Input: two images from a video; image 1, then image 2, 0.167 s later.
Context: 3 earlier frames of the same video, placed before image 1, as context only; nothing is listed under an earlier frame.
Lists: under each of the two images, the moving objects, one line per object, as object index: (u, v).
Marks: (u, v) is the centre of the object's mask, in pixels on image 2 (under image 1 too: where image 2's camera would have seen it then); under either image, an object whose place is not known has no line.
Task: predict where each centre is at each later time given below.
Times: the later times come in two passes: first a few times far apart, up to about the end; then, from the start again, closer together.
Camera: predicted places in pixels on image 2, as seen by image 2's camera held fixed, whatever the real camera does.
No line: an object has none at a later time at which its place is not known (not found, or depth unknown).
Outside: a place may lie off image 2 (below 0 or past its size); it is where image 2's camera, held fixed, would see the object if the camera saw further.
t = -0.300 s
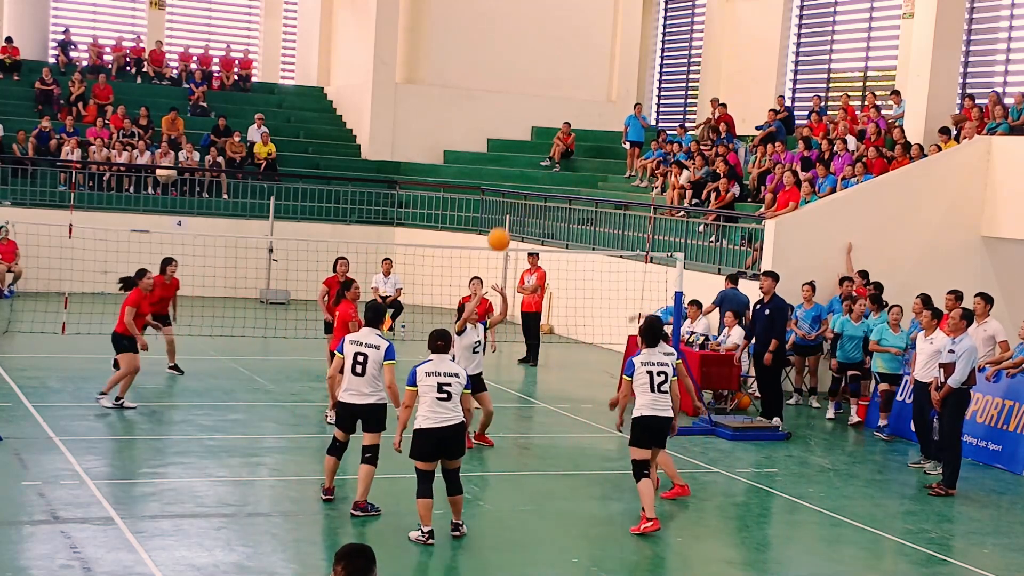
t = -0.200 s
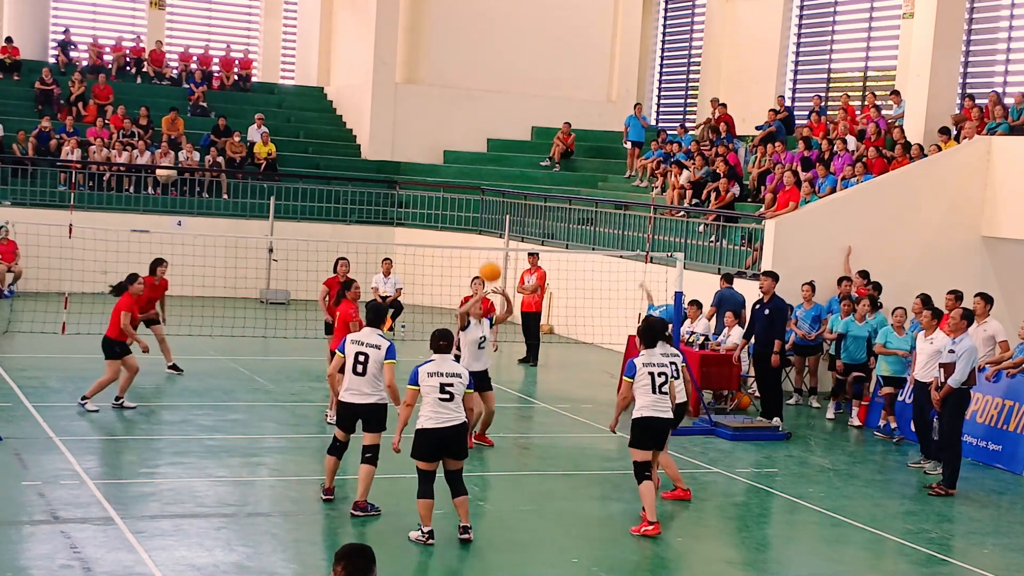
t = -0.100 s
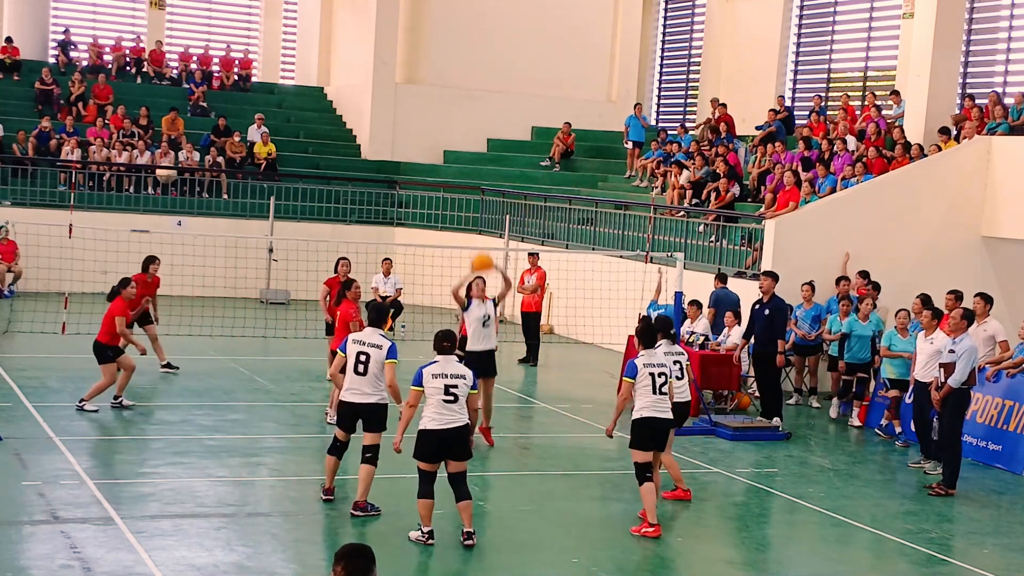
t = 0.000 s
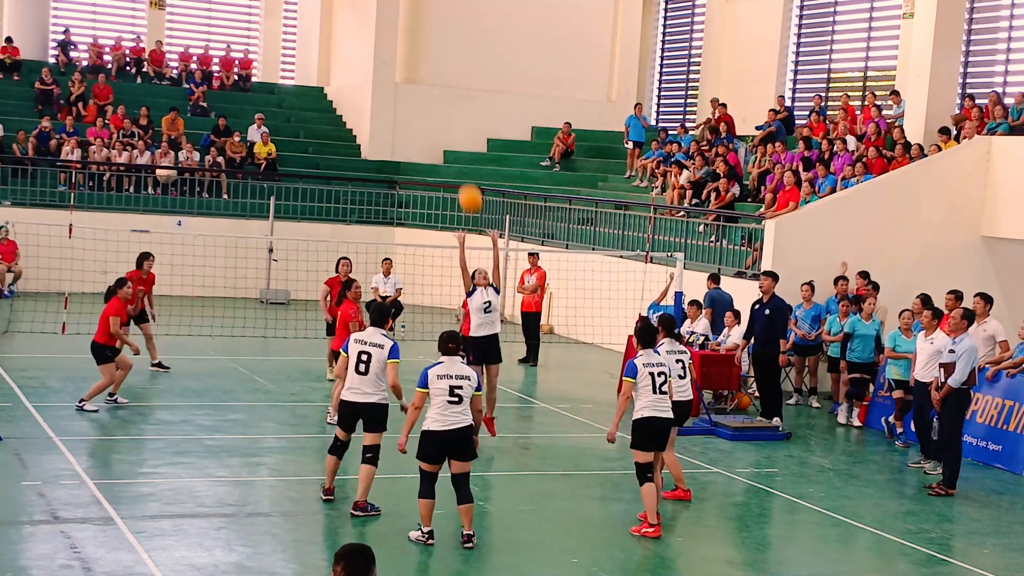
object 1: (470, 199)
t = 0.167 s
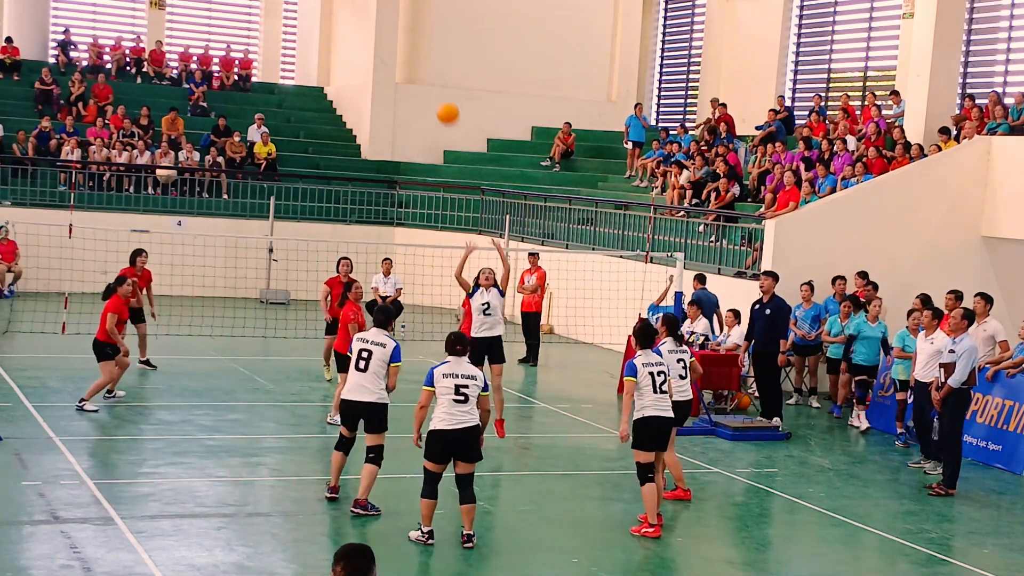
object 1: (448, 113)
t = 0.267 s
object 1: (434, 76)
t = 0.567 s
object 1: (389, 26)
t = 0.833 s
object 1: (345, 61)
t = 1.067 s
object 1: (304, 154)
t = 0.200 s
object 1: (443, 100)
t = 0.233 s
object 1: (438, 87)
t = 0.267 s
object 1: (434, 76)
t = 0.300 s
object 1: (429, 66)
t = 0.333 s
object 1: (424, 57)
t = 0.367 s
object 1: (419, 50)
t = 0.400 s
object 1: (414, 43)
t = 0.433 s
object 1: (409, 37)
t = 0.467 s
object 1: (404, 33)
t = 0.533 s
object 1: (394, 27)
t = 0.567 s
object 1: (389, 26)
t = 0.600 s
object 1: (384, 26)
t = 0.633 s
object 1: (378, 27)
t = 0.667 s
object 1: (373, 30)
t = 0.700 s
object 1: (368, 34)
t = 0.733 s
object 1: (362, 39)
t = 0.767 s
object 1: (356, 45)
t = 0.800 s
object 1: (351, 53)
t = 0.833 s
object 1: (345, 61)
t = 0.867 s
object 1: (339, 71)
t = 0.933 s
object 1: (327, 95)
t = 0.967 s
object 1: (321, 108)
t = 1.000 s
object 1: (316, 121)
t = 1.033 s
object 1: (310, 137)
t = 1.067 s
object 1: (304, 154)
